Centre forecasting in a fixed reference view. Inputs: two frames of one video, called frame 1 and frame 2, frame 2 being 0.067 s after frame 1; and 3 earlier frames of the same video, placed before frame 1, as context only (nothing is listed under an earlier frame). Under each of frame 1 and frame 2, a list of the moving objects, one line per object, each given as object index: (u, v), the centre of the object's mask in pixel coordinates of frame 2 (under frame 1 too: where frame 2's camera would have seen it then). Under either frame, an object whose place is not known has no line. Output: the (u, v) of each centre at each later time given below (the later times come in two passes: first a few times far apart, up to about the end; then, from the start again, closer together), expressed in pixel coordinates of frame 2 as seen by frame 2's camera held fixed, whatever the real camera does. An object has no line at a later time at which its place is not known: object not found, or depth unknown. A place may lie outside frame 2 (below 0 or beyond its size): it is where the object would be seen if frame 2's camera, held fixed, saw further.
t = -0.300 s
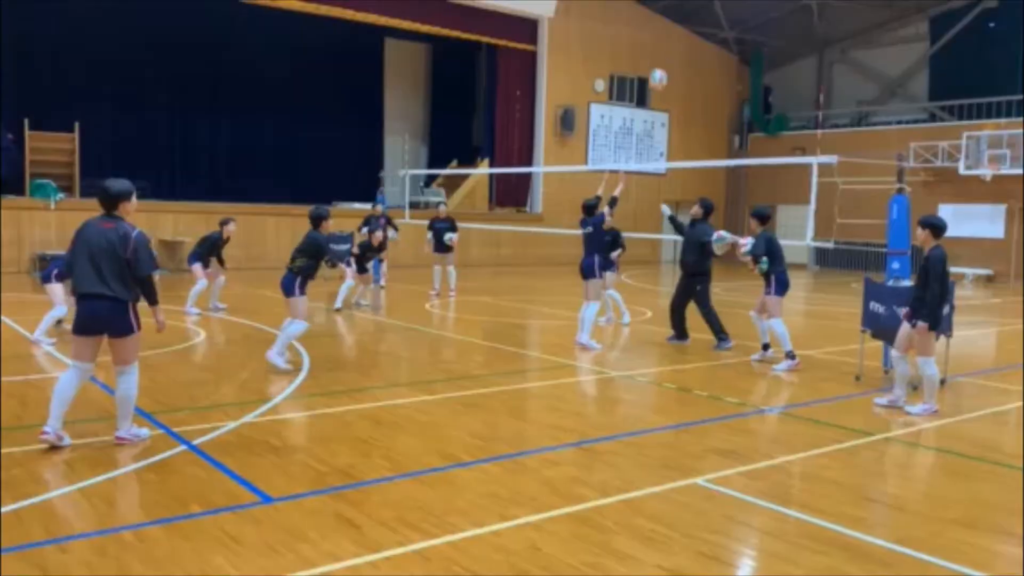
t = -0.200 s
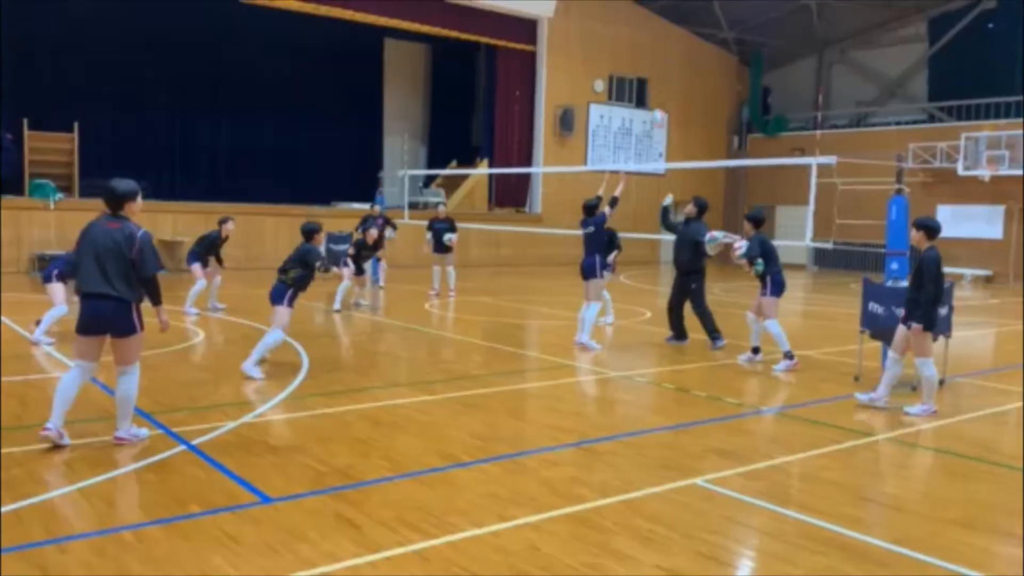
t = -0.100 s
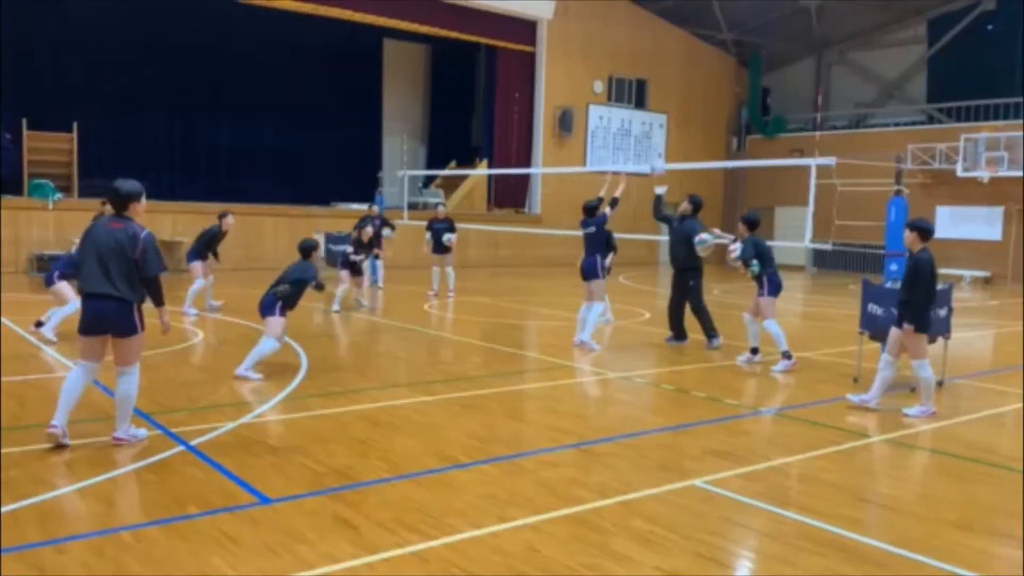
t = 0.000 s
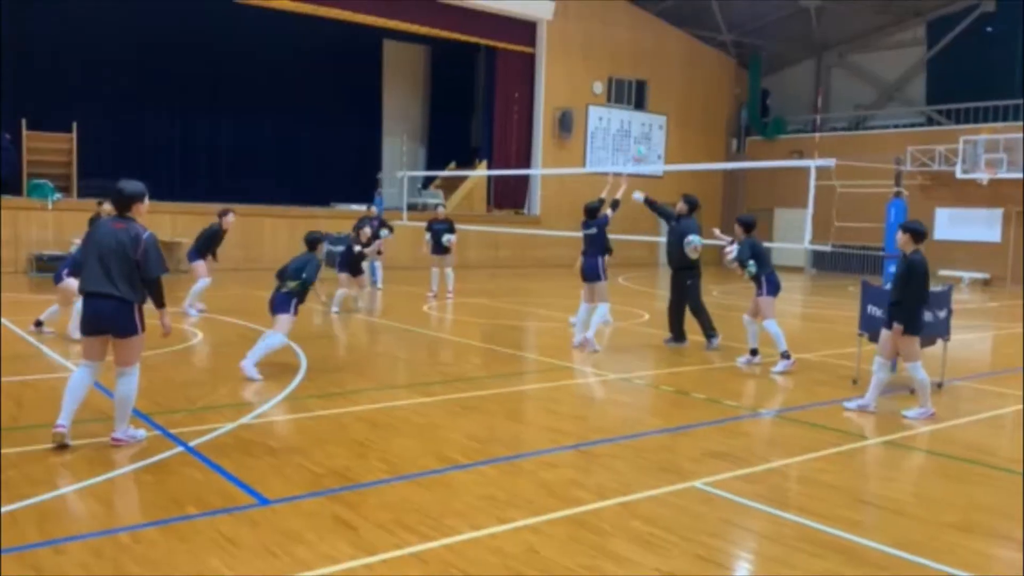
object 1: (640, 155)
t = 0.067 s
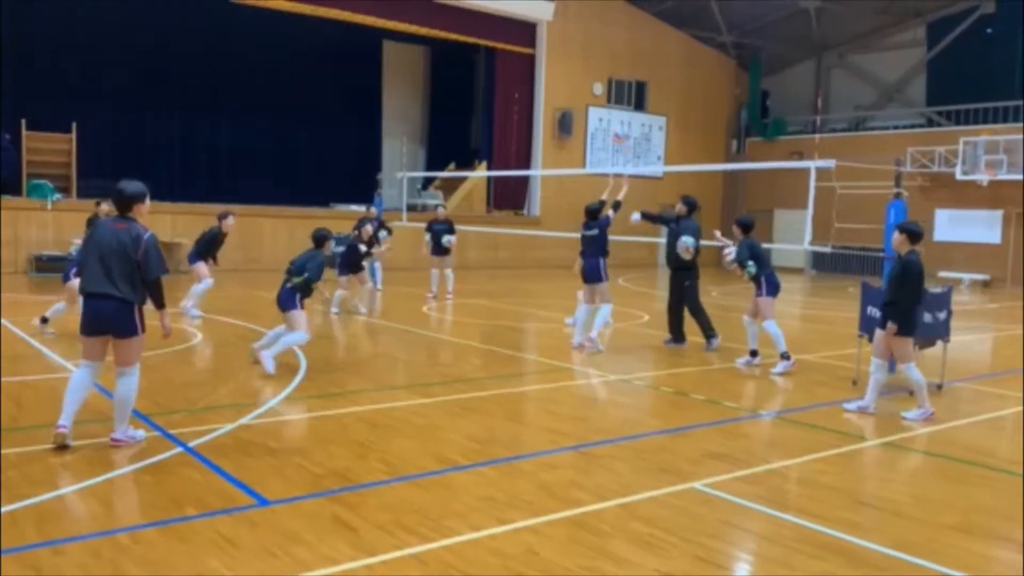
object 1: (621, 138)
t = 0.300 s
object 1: (542, 79)
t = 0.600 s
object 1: (421, 83)
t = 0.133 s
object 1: (598, 113)
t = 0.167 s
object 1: (588, 104)
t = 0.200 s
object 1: (576, 95)
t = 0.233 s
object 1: (565, 89)
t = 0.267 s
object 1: (555, 82)
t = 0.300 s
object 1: (542, 79)
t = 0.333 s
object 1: (530, 76)
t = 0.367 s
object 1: (517, 73)
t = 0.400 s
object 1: (504, 71)
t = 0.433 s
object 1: (491, 71)
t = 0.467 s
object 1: (476, 71)
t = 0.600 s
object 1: (421, 83)
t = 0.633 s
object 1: (405, 89)
